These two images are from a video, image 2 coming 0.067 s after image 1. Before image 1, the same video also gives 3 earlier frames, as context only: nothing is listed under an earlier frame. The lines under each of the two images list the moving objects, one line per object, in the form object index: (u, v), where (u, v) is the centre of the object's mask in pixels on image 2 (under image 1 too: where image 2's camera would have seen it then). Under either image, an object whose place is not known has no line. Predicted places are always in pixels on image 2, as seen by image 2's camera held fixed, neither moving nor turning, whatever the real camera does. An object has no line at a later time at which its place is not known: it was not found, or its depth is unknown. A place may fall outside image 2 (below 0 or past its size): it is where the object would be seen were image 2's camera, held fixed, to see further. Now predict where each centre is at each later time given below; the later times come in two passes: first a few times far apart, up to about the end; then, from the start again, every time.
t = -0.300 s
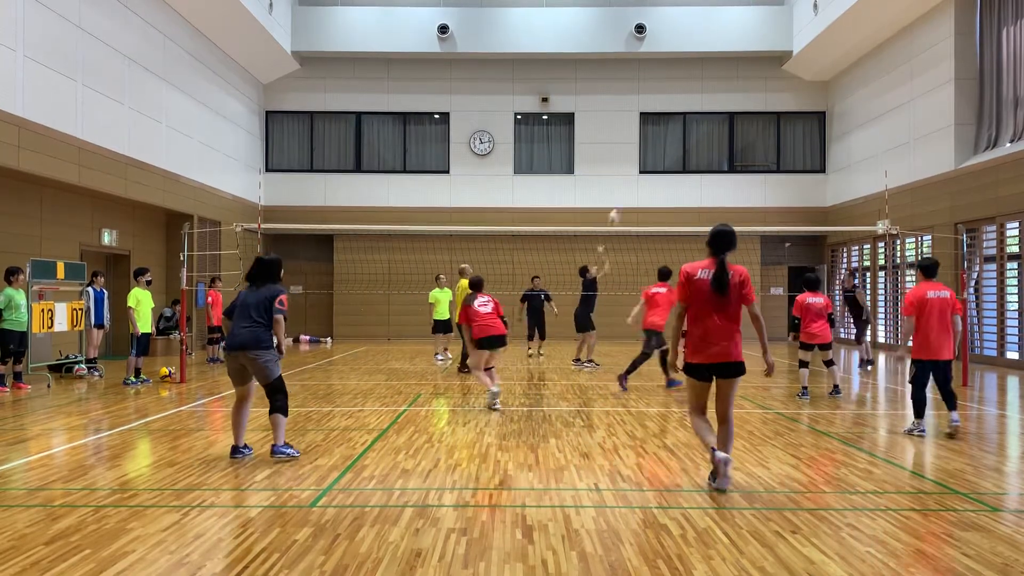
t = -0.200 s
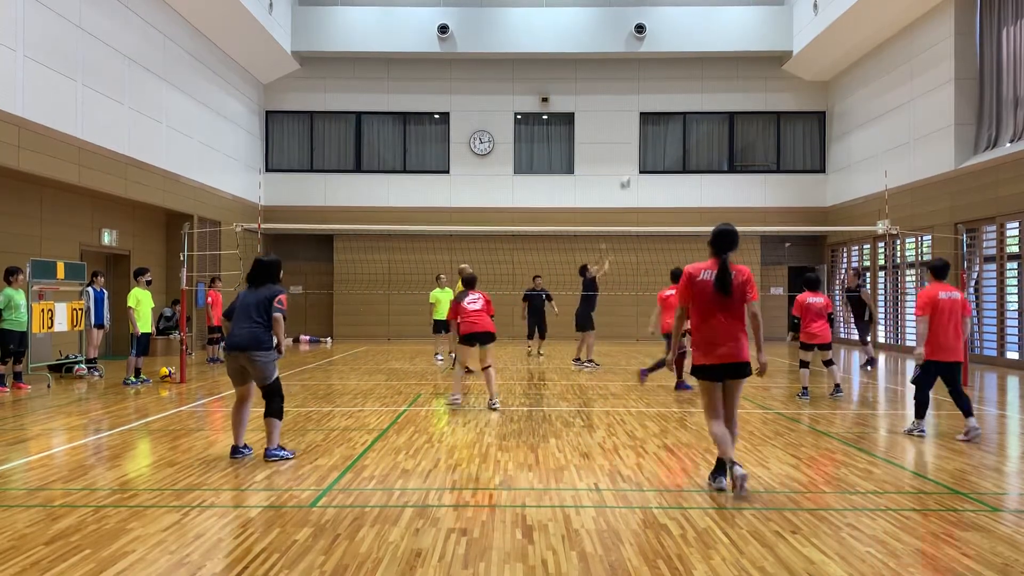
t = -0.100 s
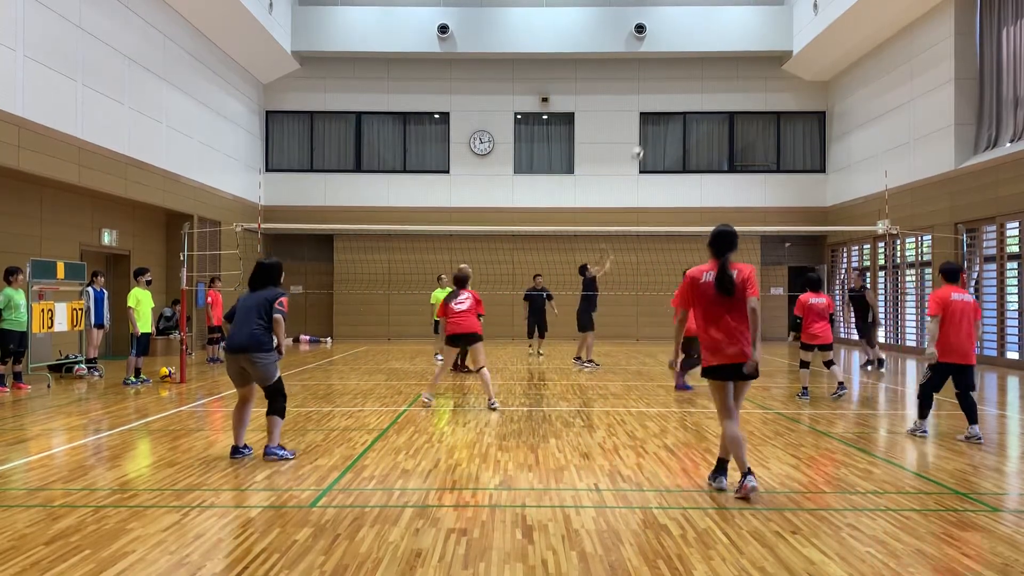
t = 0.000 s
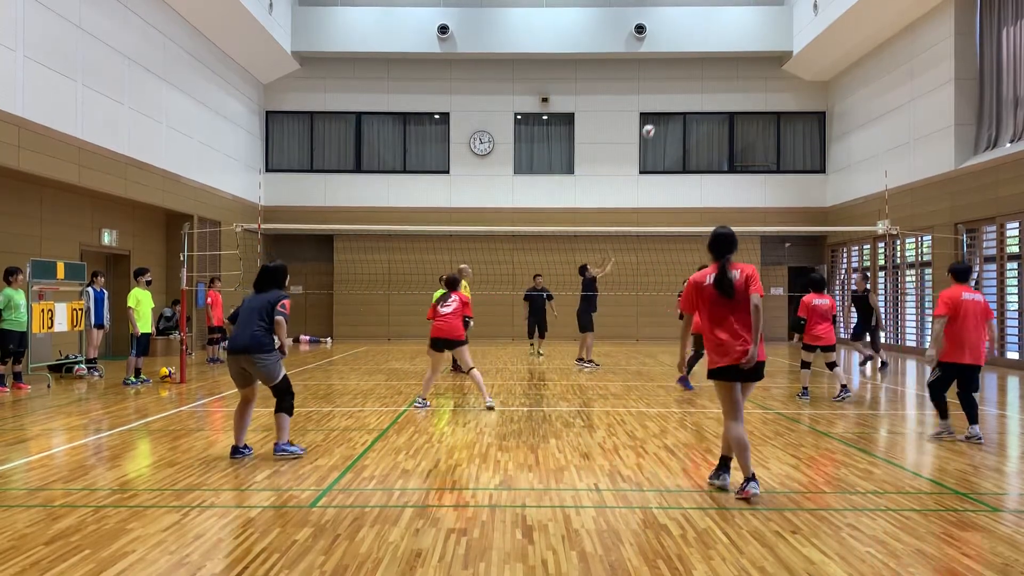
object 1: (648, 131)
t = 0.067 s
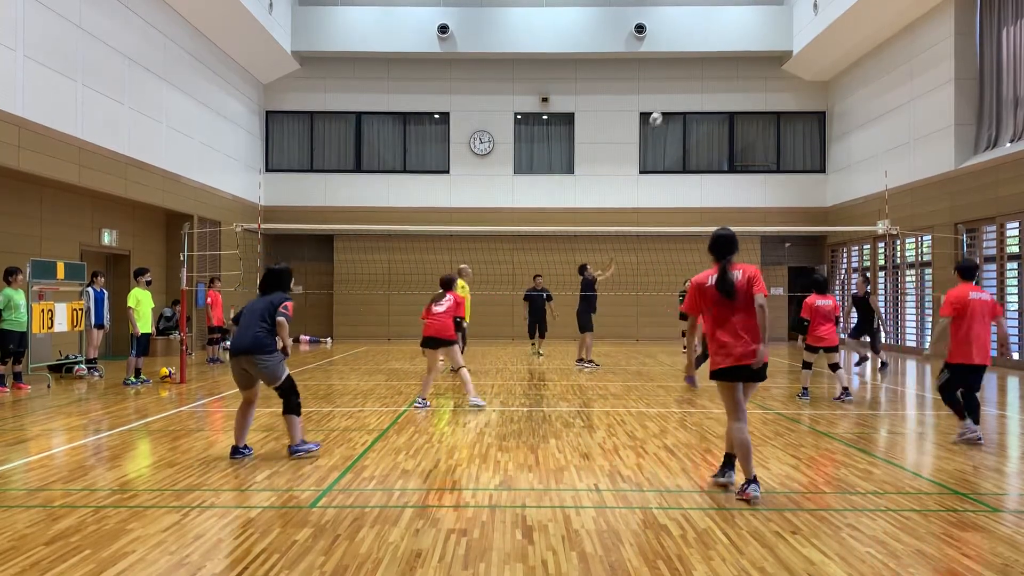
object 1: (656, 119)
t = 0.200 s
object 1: (671, 101)
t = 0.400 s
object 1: (693, 94)
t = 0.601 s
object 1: (717, 111)
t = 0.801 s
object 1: (738, 150)
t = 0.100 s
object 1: (659, 114)
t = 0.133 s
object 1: (663, 109)
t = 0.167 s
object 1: (667, 104)
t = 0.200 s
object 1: (671, 101)
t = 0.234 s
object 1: (675, 98)
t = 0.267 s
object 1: (678, 96)
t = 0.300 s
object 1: (683, 94)
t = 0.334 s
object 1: (686, 93)
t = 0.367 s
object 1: (690, 94)
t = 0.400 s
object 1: (693, 94)
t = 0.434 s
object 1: (697, 95)
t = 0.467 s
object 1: (701, 97)
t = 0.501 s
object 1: (705, 99)
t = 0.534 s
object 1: (708, 102)
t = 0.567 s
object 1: (713, 106)
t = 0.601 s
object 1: (717, 111)
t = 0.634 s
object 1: (720, 116)
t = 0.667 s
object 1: (724, 121)
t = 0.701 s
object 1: (727, 128)
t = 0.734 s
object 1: (731, 135)
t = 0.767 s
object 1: (735, 142)
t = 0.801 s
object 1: (738, 150)
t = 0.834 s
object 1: (742, 160)
